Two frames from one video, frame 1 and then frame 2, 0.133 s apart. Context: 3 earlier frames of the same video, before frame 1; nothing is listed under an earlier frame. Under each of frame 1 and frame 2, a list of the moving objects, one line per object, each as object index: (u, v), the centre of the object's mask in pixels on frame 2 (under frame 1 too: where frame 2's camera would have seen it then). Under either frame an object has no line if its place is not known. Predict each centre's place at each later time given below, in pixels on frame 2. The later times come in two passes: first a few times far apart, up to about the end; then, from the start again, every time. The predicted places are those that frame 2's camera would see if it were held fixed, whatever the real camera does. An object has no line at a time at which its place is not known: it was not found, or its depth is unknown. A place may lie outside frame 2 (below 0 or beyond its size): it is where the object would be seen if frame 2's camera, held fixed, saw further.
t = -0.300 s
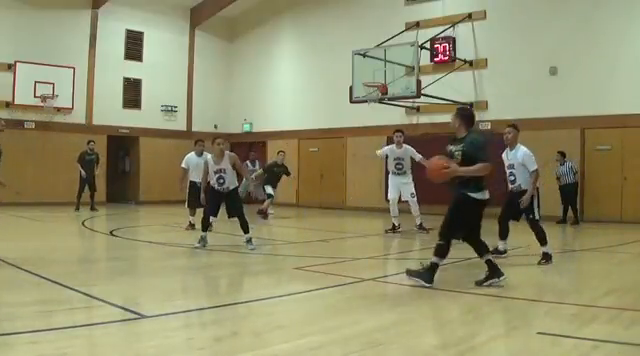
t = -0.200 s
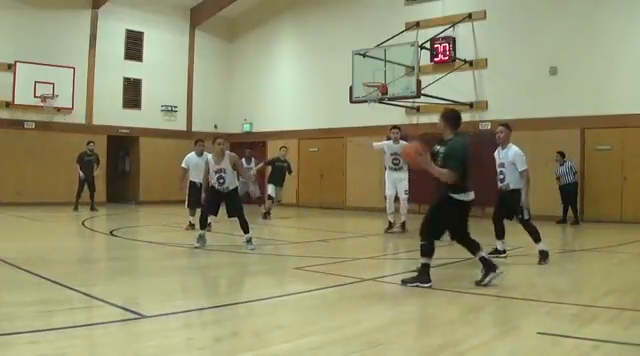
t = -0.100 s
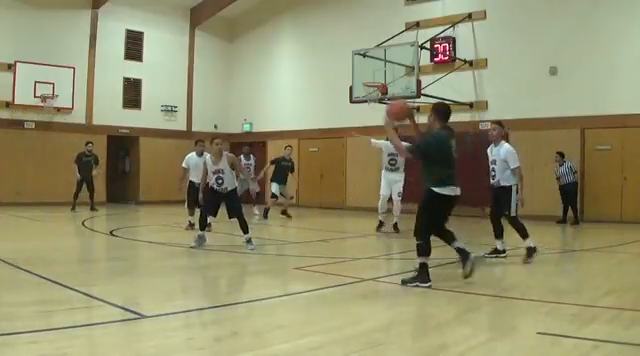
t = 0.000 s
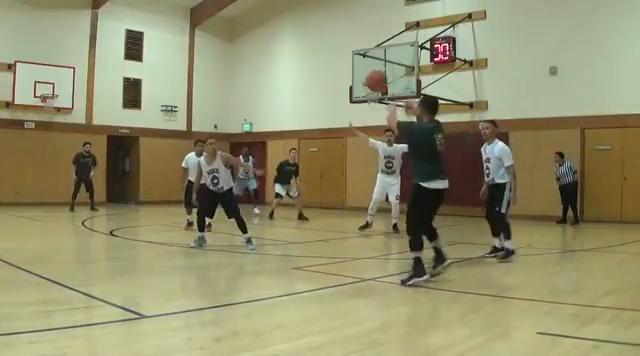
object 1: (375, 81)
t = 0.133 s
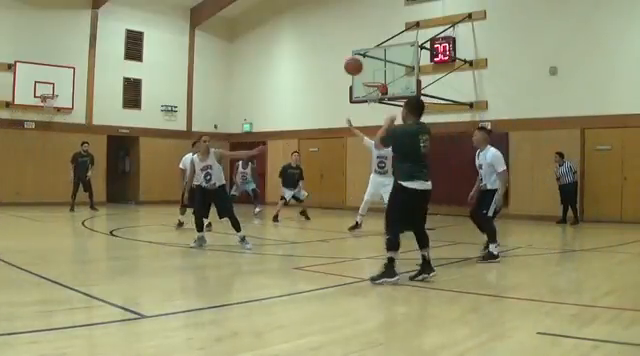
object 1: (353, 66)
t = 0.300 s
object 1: (334, 68)
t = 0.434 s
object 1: (322, 79)
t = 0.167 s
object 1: (348, 65)
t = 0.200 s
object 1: (344, 65)
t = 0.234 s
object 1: (341, 65)
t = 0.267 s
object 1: (337, 66)
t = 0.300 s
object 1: (334, 68)
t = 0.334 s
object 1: (331, 70)
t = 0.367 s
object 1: (328, 73)
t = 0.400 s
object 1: (325, 76)
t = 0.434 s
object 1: (322, 79)
